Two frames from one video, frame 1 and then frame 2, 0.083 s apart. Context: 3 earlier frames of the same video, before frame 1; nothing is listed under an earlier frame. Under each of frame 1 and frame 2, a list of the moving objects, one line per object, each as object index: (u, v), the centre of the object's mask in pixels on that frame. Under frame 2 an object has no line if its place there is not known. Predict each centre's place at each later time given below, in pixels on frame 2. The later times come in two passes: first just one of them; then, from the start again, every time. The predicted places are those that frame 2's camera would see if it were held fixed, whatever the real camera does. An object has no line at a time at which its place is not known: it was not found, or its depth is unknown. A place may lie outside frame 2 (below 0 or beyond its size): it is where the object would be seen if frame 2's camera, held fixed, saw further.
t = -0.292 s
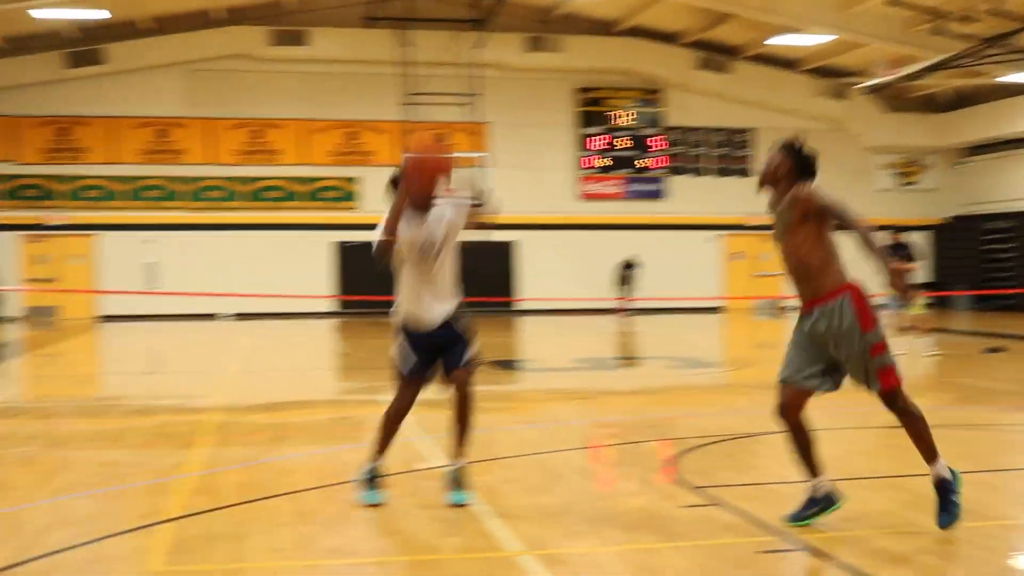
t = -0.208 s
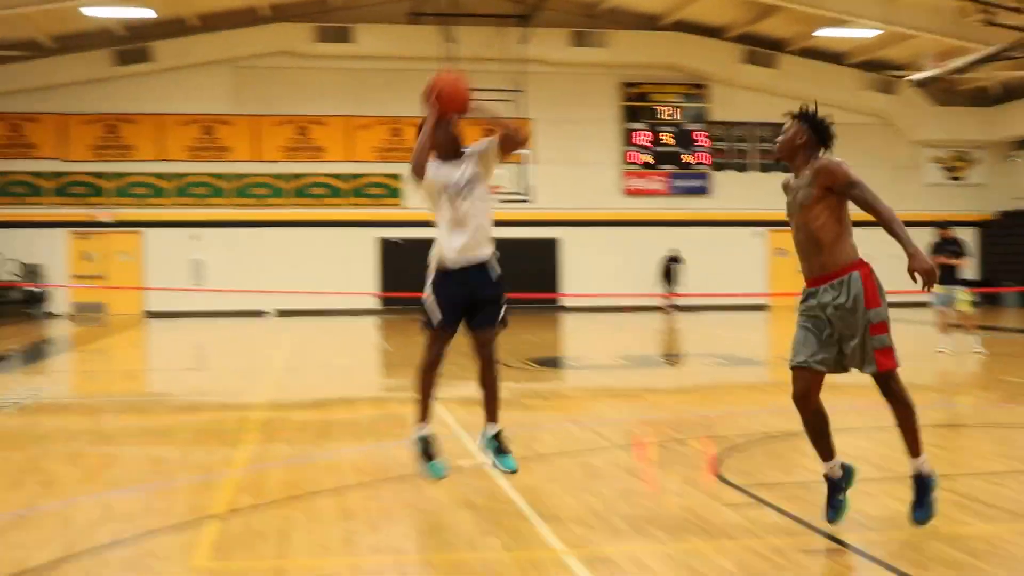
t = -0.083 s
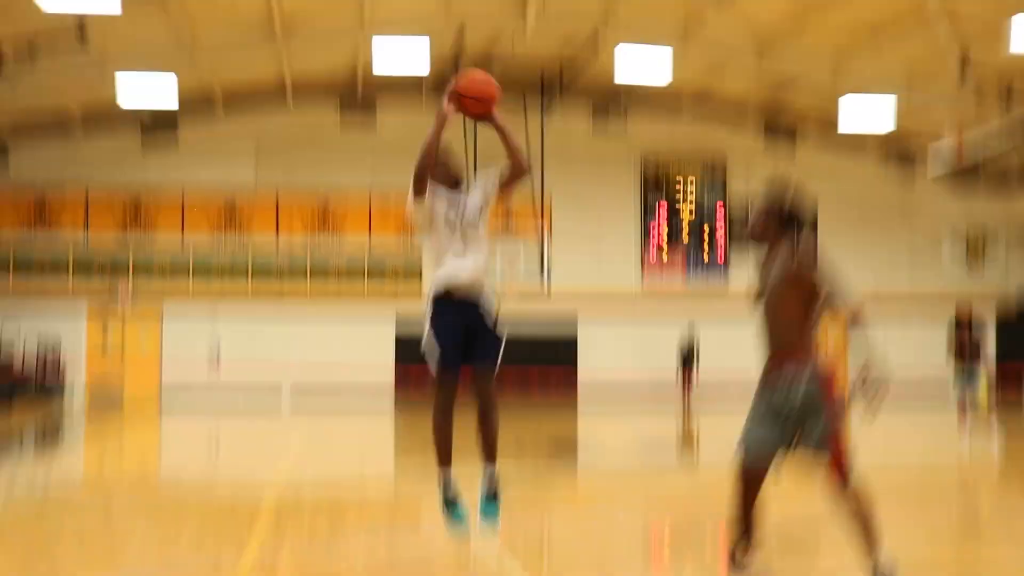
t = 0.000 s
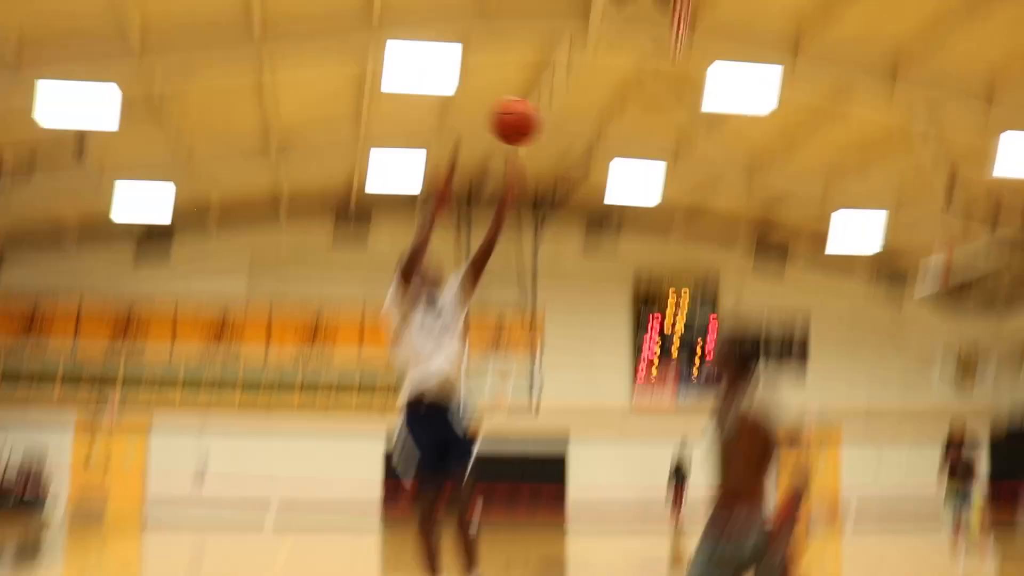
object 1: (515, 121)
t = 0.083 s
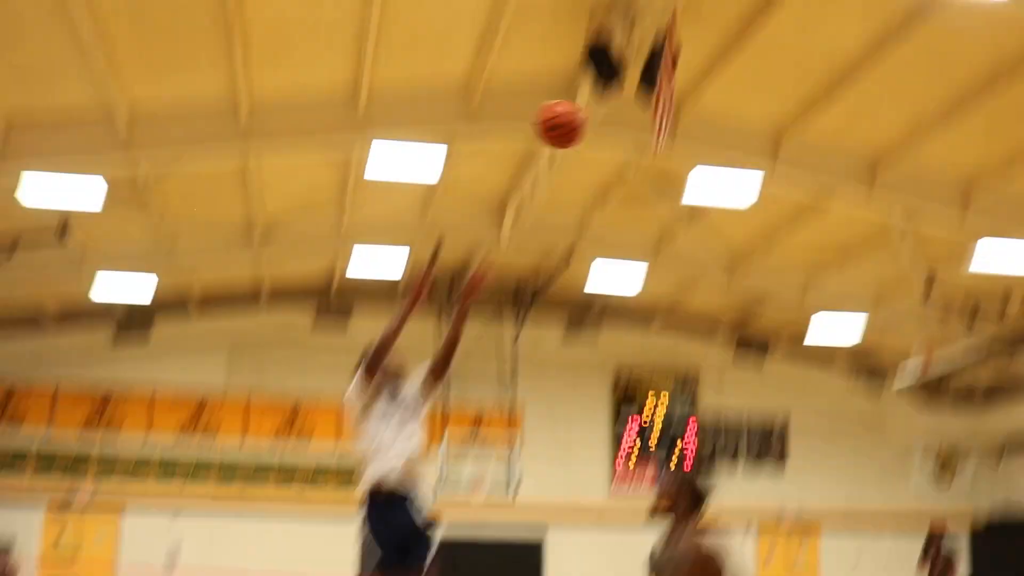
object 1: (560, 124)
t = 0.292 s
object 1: (732, -61)
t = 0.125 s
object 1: (595, 82)
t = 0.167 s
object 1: (627, 41)
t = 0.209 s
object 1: (662, 5)
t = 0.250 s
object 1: (696, -28)
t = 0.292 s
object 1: (732, -61)
